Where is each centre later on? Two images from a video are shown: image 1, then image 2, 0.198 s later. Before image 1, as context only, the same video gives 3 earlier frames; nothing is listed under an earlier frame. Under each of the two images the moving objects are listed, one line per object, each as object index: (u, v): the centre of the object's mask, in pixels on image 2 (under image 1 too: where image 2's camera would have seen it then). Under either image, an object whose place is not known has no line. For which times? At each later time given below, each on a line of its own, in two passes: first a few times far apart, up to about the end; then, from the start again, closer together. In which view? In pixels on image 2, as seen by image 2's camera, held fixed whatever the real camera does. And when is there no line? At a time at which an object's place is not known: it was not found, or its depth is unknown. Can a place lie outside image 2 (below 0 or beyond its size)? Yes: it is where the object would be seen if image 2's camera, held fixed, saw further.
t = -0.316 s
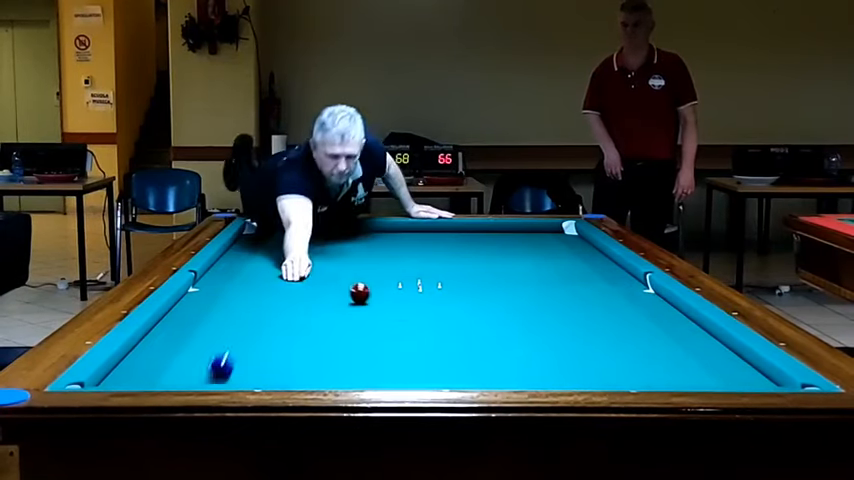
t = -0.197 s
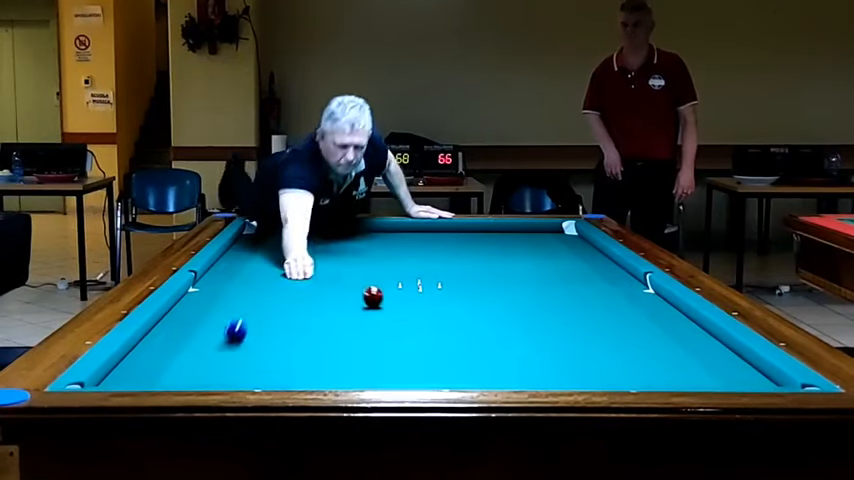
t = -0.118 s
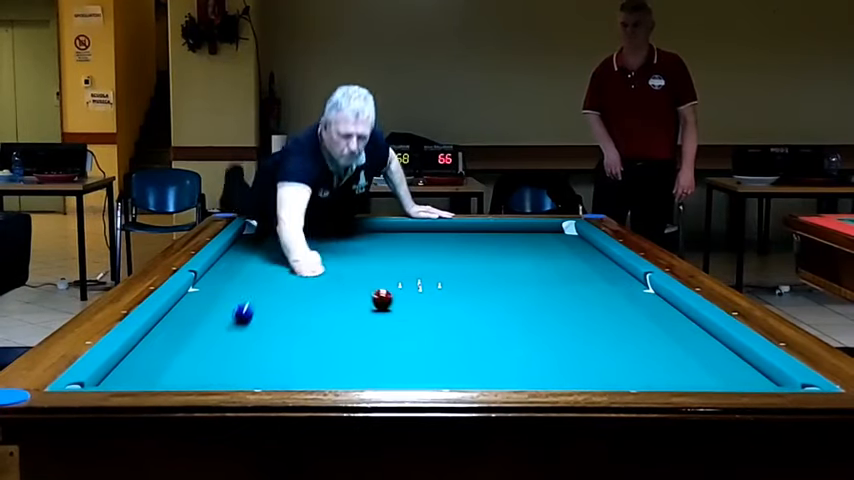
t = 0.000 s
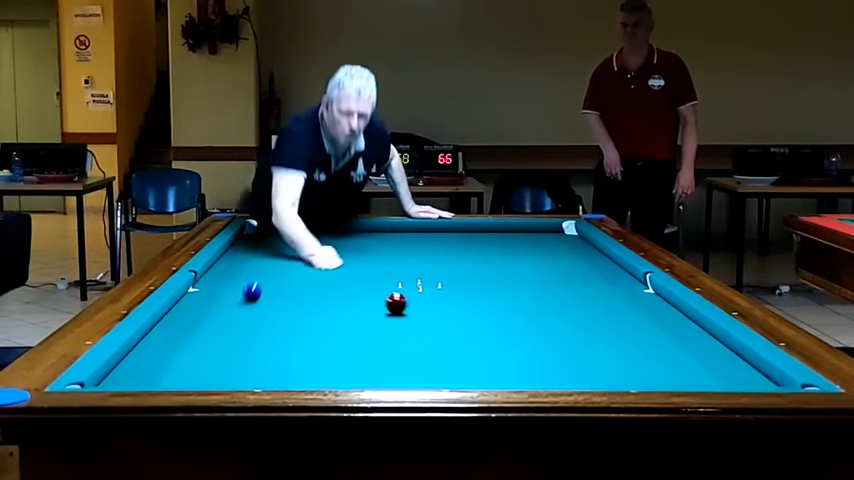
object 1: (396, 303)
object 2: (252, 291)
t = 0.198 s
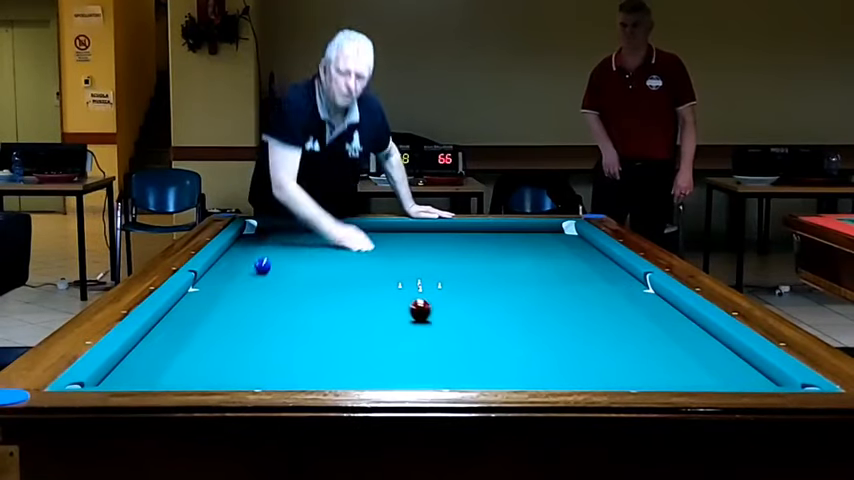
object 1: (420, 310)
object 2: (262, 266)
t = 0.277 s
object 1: (430, 313)
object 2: (265, 257)
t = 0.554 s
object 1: (466, 322)
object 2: (275, 233)
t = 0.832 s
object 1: (505, 333)
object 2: (270, 237)
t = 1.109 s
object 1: (546, 345)
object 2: (259, 253)
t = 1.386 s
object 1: (591, 357)
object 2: (245, 269)
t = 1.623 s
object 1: (630, 368)
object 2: (232, 286)
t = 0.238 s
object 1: (425, 311)
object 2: (264, 262)
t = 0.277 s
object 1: (430, 313)
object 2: (265, 257)
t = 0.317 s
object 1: (435, 314)
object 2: (268, 254)
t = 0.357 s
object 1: (440, 315)
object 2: (269, 250)
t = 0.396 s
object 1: (445, 317)
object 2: (270, 246)
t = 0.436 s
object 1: (451, 318)
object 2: (272, 243)
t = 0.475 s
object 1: (455, 320)
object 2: (273, 240)
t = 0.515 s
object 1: (461, 321)
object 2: (274, 236)
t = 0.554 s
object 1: (466, 322)
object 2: (275, 233)
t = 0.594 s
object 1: (472, 324)
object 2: (277, 230)
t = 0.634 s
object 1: (477, 326)
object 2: (278, 228)
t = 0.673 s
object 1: (482, 327)
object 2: (277, 228)
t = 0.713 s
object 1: (488, 328)
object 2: (275, 230)
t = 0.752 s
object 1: (494, 330)
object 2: (273, 232)
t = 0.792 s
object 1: (499, 332)
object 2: (272, 235)
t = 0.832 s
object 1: (505, 333)
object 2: (270, 237)
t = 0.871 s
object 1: (511, 335)
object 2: (268, 239)
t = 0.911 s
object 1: (517, 336)
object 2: (267, 242)
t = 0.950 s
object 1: (522, 338)
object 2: (265, 243)
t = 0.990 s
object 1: (528, 340)
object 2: (263, 246)
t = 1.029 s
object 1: (534, 341)
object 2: (262, 248)
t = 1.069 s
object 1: (540, 343)
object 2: (260, 251)
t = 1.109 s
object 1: (546, 345)
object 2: (259, 253)
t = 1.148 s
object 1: (553, 346)
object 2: (257, 255)
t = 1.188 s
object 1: (559, 348)
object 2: (255, 257)
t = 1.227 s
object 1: (565, 350)
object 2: (253, 259)
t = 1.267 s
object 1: (571, 352)
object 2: (251, 262)
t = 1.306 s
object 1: (578, 353)
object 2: (249, 264)
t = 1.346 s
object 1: (584, 355)
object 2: (247, 266)
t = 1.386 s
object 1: (591, 357)
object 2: (245, 269)
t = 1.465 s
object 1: (604, 361)
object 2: (241, 274)
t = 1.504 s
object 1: (611, 363)
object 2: (239, 277)
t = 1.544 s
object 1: (618, 365)
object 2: (237, 280)
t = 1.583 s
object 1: (624, 366)
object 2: (235, 282)
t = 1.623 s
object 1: (630, 368)
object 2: (232, 286)
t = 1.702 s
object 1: (643, 370)
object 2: (227, 292)
